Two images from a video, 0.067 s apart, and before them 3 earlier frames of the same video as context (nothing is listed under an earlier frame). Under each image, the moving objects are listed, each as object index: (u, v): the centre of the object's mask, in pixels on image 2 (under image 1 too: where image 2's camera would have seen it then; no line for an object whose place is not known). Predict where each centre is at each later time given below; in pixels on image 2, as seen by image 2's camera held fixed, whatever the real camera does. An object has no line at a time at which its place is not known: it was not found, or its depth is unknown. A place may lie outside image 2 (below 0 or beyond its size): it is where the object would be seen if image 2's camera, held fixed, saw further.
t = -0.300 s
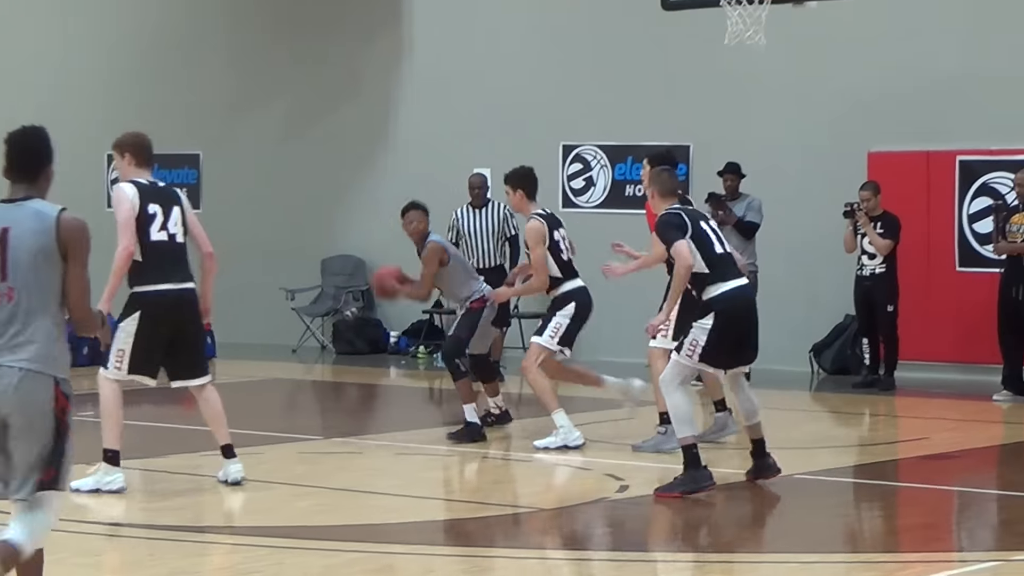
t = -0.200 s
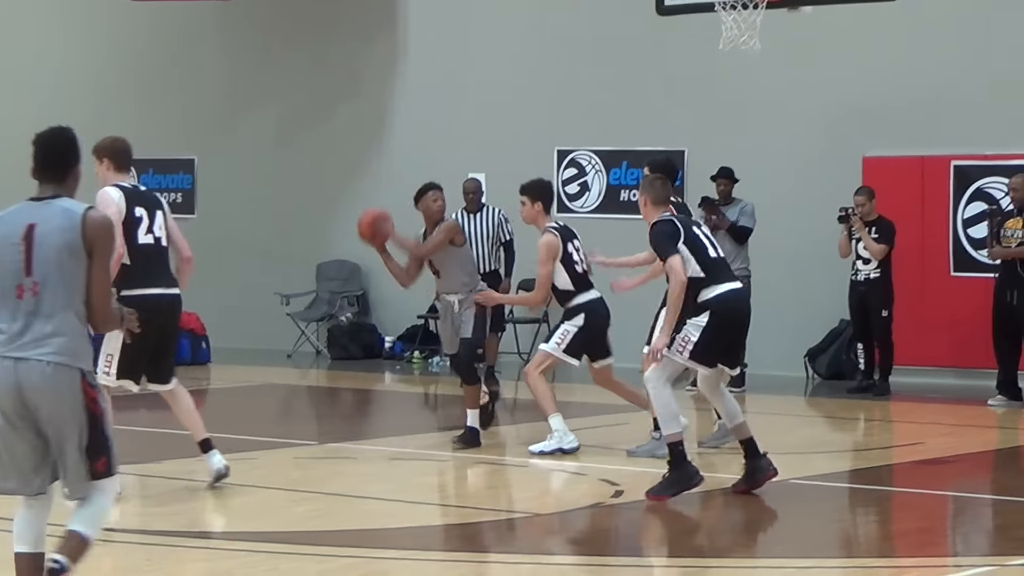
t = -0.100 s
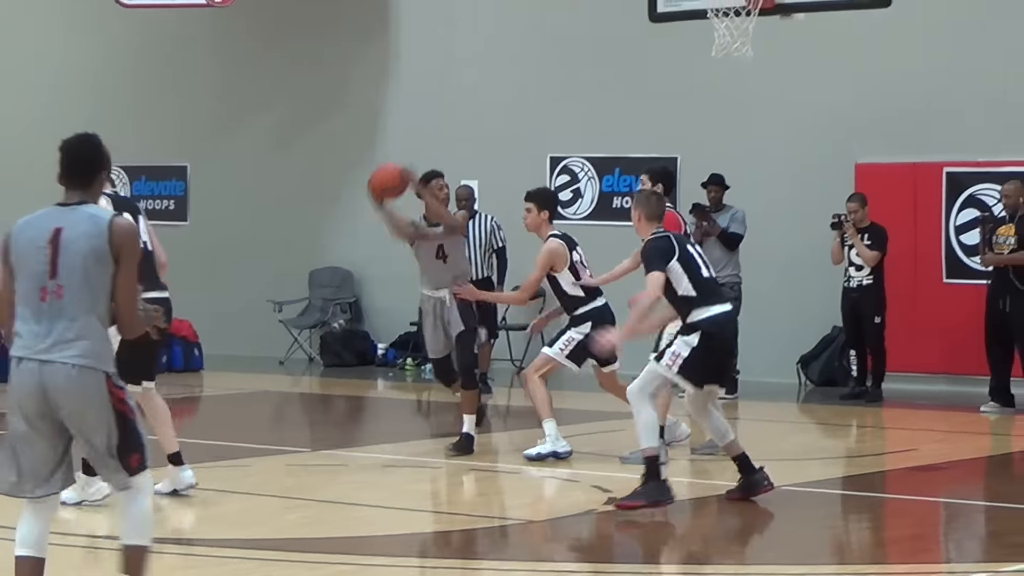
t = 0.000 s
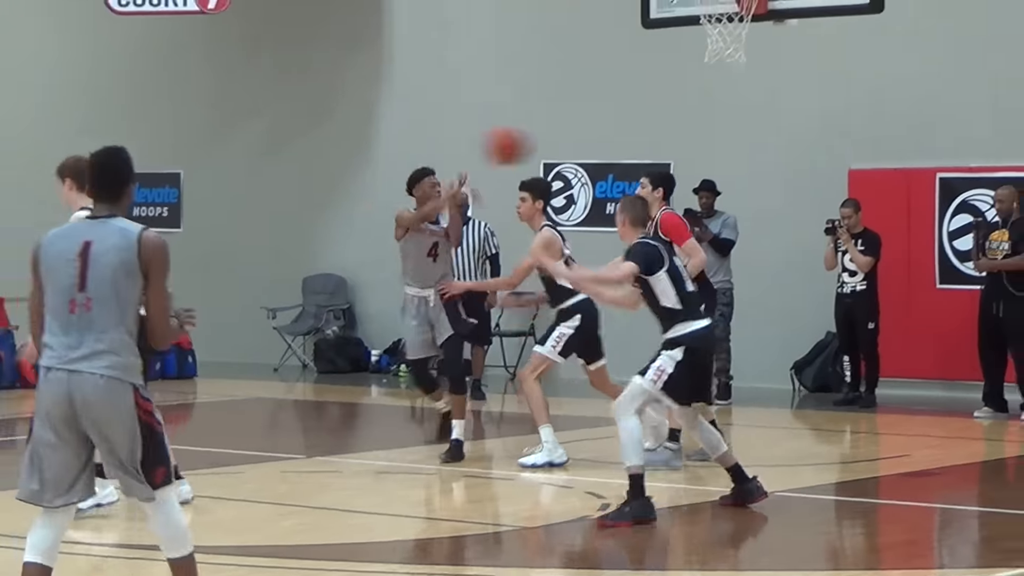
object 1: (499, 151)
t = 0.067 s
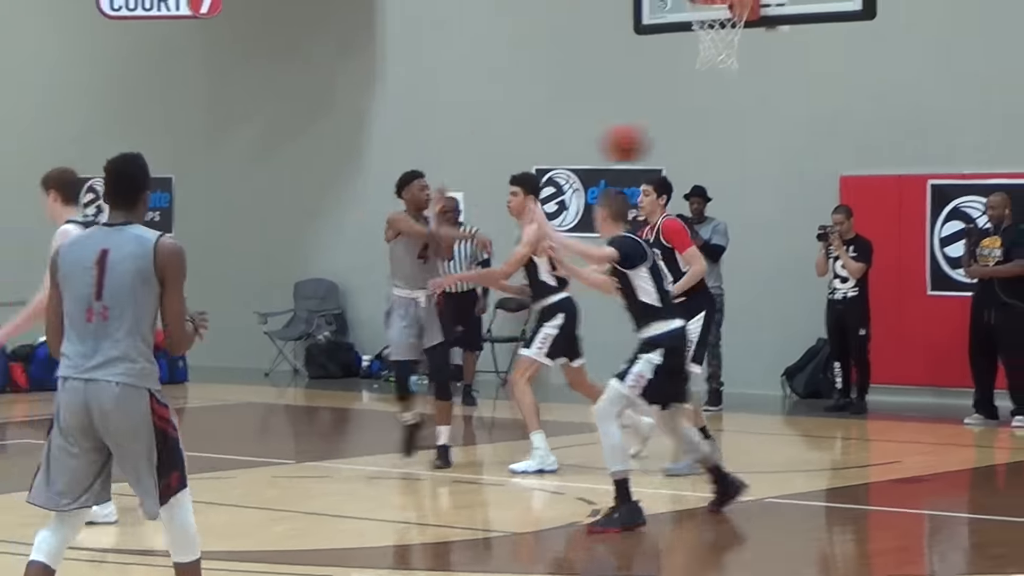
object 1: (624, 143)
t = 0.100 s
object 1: (689, 142)
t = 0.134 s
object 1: (755, 142)
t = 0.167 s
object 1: (822, 144)
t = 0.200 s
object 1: (891, 147)
